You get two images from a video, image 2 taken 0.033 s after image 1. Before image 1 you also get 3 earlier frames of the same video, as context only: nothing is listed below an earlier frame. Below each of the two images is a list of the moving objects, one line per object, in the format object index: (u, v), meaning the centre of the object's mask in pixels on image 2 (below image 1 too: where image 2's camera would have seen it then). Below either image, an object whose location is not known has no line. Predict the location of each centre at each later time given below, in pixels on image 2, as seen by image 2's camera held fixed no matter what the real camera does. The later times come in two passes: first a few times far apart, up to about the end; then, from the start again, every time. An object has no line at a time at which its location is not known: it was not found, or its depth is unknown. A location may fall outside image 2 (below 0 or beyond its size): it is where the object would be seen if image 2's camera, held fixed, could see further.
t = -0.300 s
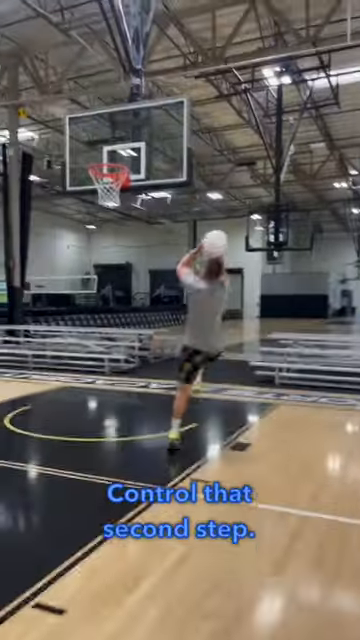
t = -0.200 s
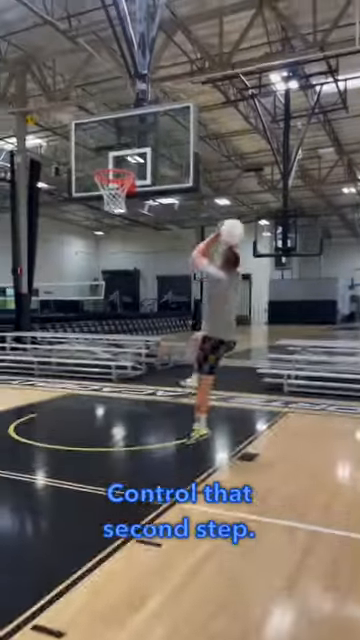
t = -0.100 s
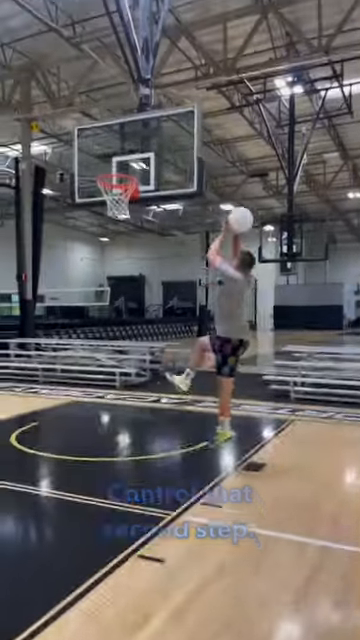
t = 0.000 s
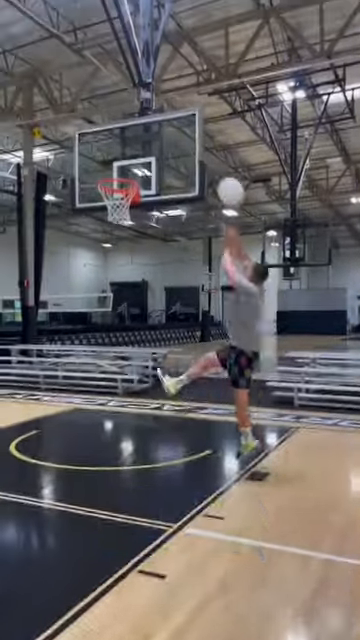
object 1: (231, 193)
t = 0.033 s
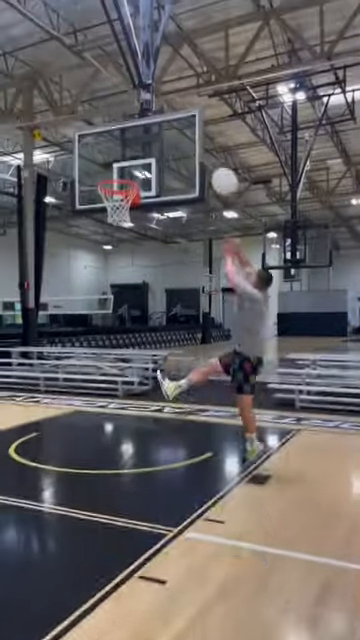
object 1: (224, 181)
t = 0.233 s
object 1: (190, 142)
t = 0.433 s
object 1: (160, 142)
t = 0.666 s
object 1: (128, 164)
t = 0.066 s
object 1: (218, 172)
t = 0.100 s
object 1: (212, 163)
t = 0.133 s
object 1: (206, 156)
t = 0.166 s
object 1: (200, 150)
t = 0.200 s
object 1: (195, 145)
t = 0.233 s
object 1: (190, 142)
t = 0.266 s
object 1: (184, 139)
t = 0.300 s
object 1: (179, 138)
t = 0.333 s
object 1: (174, 137)
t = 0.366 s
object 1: (169, 138)
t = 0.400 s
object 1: (164, 140)
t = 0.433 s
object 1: (160, 142)
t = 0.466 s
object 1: (156, 145)
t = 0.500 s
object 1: (151, 148)
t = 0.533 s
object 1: (147, 148)
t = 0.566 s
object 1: (143, 152)
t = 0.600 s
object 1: (138, 155)
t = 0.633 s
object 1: (133, 159)
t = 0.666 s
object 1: (128, 164)
